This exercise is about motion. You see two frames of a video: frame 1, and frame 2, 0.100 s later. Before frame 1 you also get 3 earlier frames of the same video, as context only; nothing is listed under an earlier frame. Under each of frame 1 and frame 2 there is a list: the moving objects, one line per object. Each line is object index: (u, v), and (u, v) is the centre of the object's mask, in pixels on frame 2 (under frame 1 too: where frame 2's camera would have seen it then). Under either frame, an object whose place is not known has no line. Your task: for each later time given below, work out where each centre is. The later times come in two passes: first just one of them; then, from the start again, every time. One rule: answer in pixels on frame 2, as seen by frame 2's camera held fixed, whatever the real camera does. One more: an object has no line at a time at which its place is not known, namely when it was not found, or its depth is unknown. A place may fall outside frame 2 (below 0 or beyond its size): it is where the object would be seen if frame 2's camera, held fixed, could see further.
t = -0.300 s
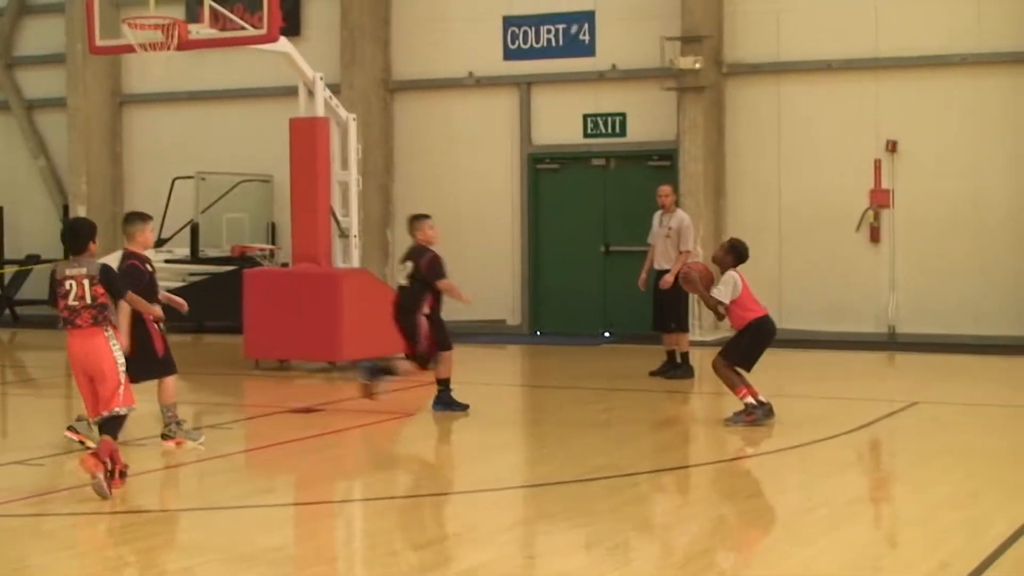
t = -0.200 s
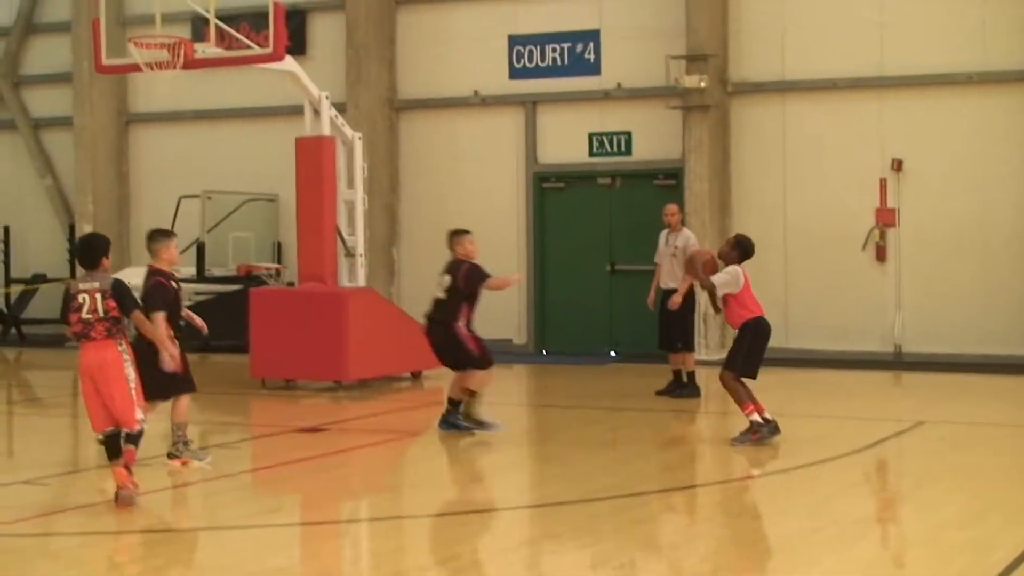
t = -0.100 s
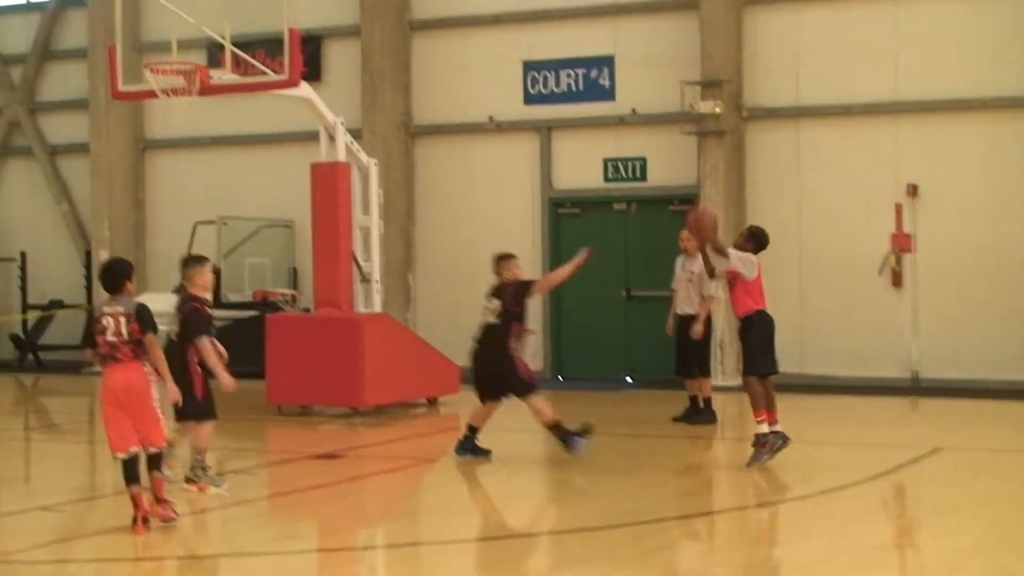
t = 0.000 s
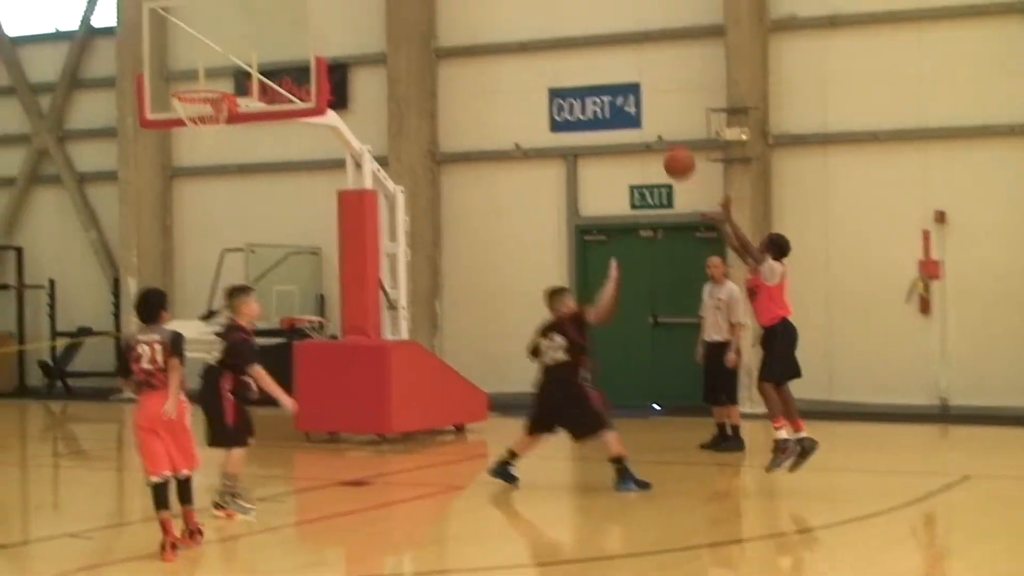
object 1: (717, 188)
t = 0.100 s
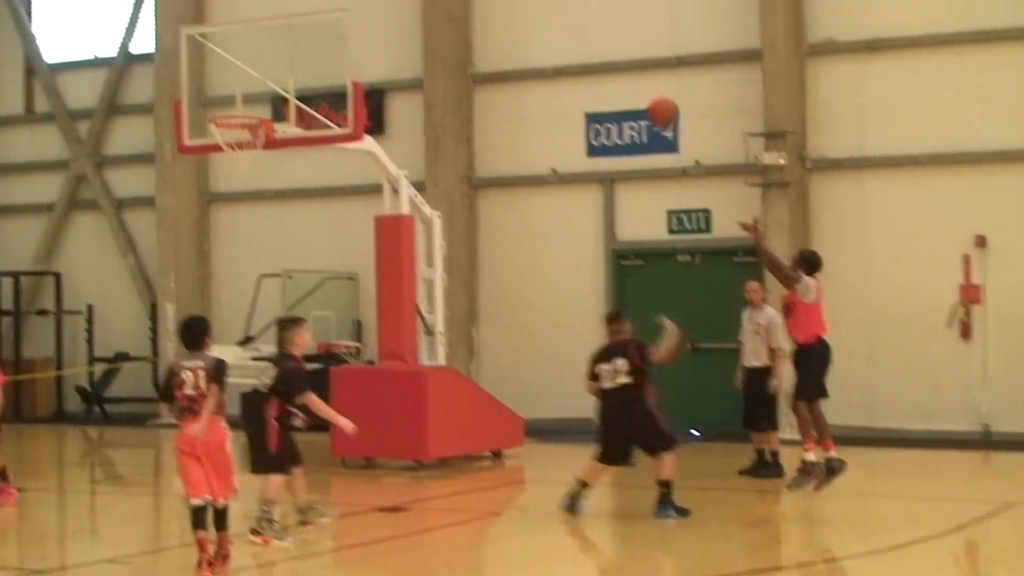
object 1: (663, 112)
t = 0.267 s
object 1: (575, 24)
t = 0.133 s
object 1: (645, 91)
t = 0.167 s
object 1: (627, 72)
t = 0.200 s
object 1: (610, 54)
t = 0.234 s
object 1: (592, 38)
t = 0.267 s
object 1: (575, 24)
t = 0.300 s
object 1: (558, 11)
